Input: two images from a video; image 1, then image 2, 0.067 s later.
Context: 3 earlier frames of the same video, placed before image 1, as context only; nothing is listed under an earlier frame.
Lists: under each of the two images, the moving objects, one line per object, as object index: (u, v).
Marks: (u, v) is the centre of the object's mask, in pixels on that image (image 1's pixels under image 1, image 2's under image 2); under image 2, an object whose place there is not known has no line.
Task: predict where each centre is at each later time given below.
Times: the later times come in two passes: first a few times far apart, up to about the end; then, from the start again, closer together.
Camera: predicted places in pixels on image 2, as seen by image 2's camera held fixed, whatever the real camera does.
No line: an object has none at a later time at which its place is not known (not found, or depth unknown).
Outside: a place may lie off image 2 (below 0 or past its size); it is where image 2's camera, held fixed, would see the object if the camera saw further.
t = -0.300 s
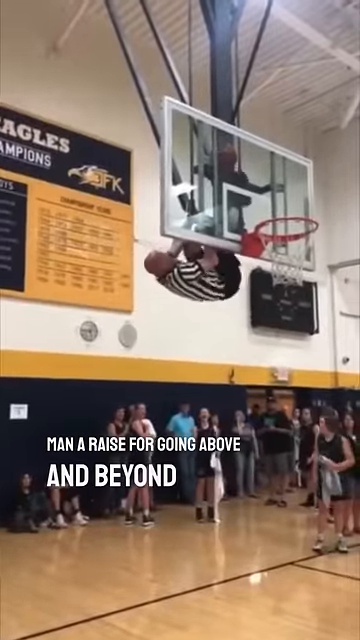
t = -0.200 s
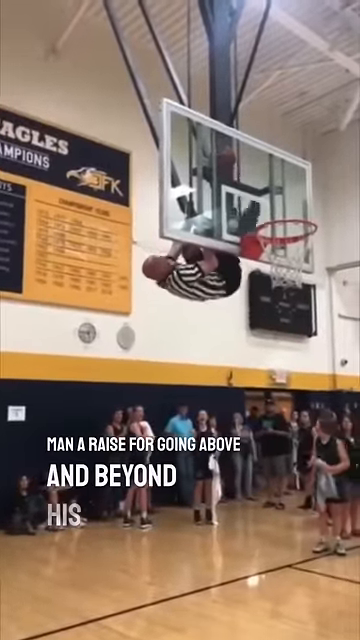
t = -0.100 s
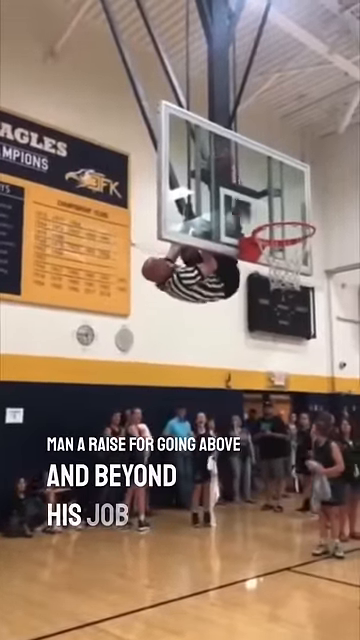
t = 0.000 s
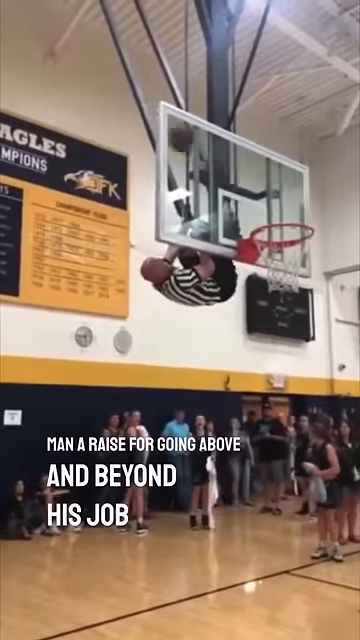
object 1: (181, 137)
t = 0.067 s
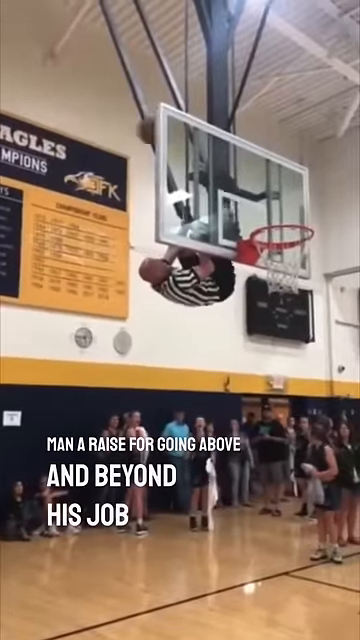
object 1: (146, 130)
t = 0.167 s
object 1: (107, 125)
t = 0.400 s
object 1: (8, 155)
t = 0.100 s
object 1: (134, 128)
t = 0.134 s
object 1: (122, 125)
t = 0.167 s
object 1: (107, 125)
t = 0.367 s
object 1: (20, 145)
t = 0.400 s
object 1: (8, 155)
